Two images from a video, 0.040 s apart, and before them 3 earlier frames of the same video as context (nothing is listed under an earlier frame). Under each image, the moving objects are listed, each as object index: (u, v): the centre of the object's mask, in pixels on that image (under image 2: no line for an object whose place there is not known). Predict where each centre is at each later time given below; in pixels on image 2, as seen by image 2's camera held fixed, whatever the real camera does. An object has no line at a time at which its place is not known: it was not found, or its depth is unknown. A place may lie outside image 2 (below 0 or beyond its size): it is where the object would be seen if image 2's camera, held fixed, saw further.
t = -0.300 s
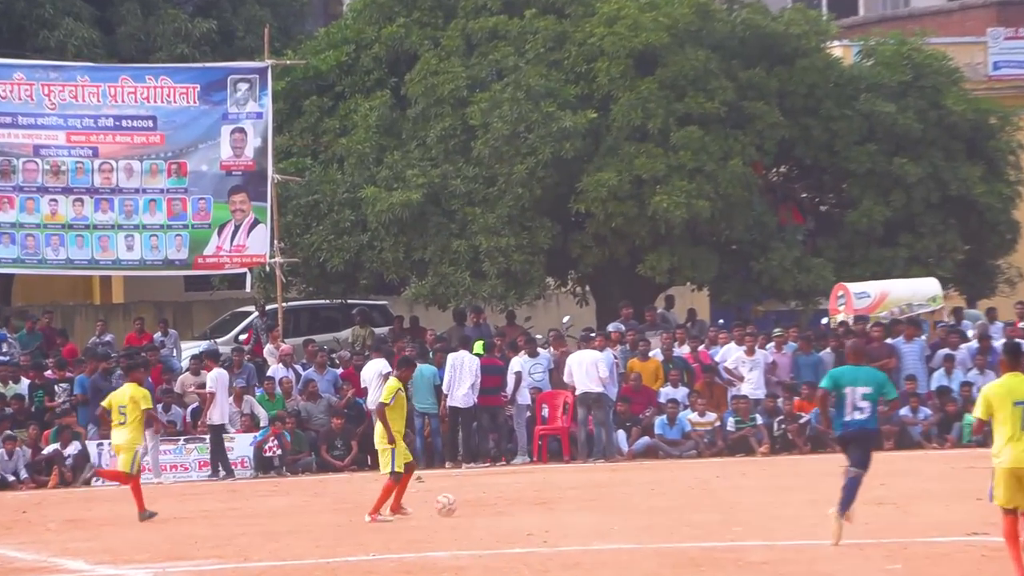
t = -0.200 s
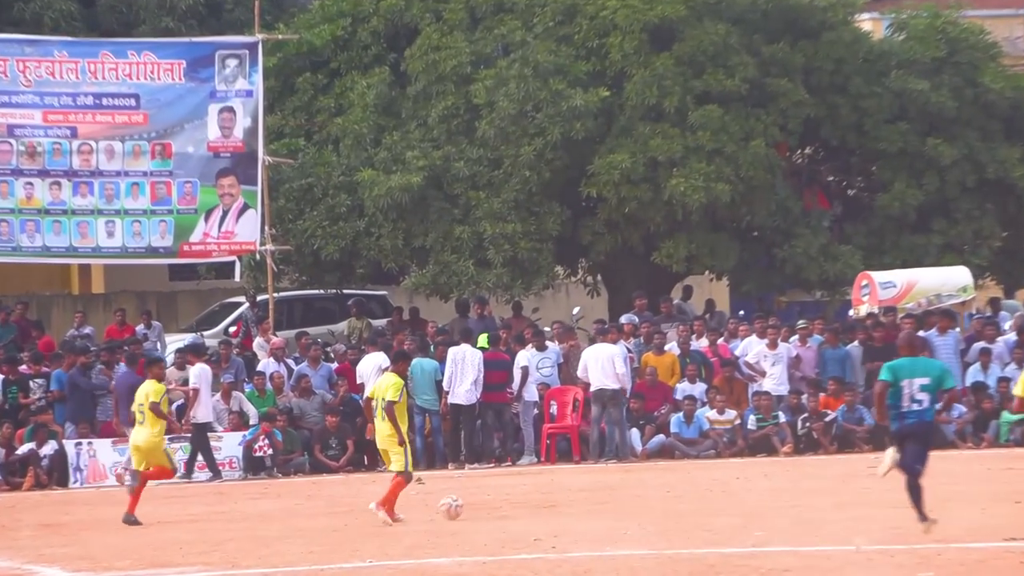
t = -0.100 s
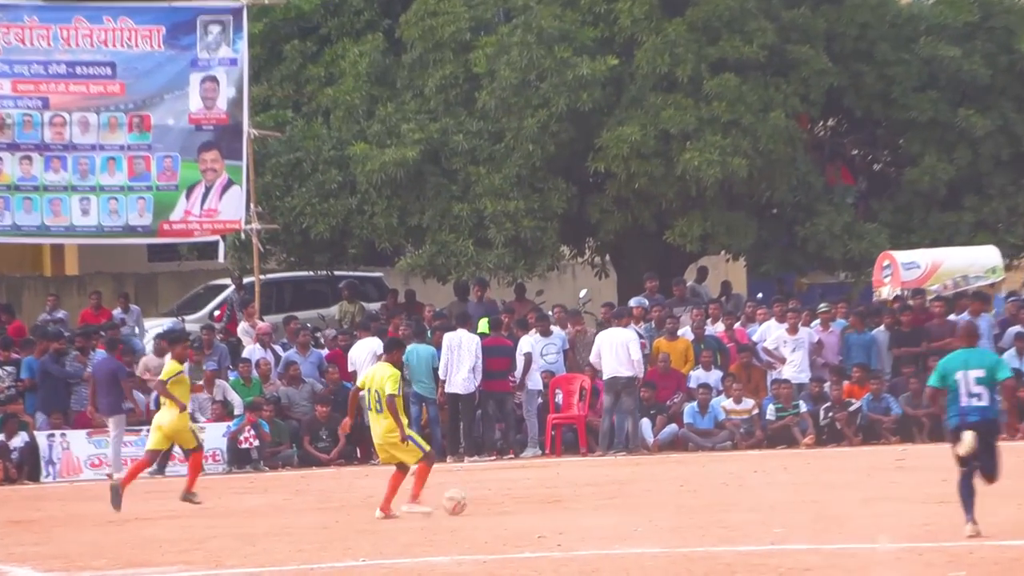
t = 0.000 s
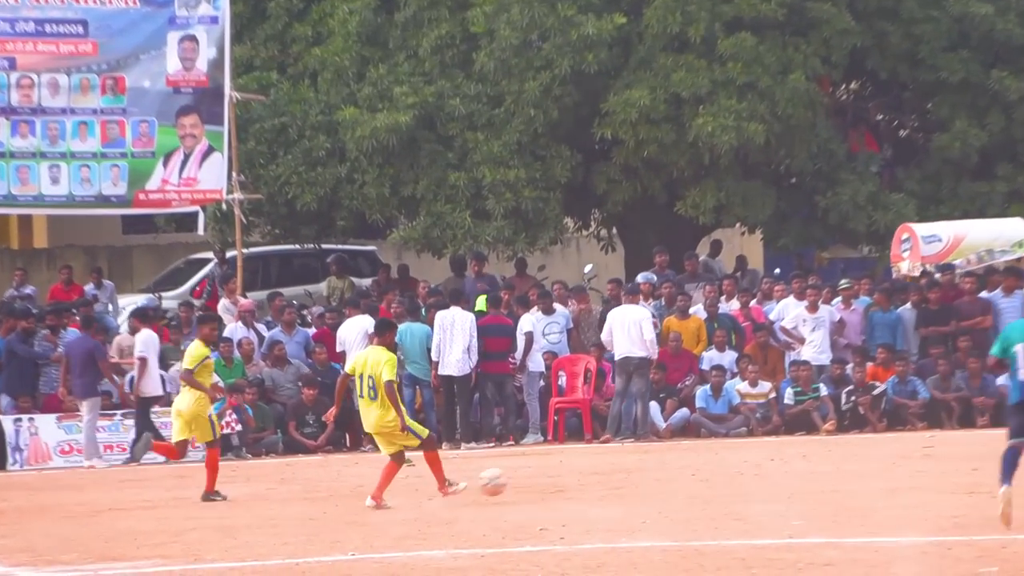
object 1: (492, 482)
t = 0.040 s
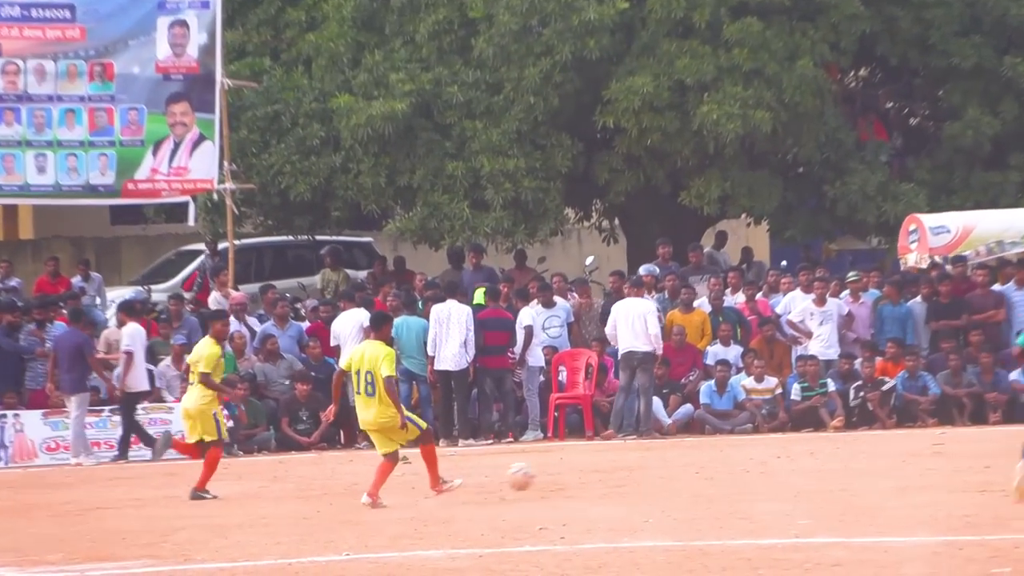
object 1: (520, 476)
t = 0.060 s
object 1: (534, 475)
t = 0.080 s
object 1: (548, 474)
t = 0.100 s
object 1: (562, 474)
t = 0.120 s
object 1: (576, 474)
